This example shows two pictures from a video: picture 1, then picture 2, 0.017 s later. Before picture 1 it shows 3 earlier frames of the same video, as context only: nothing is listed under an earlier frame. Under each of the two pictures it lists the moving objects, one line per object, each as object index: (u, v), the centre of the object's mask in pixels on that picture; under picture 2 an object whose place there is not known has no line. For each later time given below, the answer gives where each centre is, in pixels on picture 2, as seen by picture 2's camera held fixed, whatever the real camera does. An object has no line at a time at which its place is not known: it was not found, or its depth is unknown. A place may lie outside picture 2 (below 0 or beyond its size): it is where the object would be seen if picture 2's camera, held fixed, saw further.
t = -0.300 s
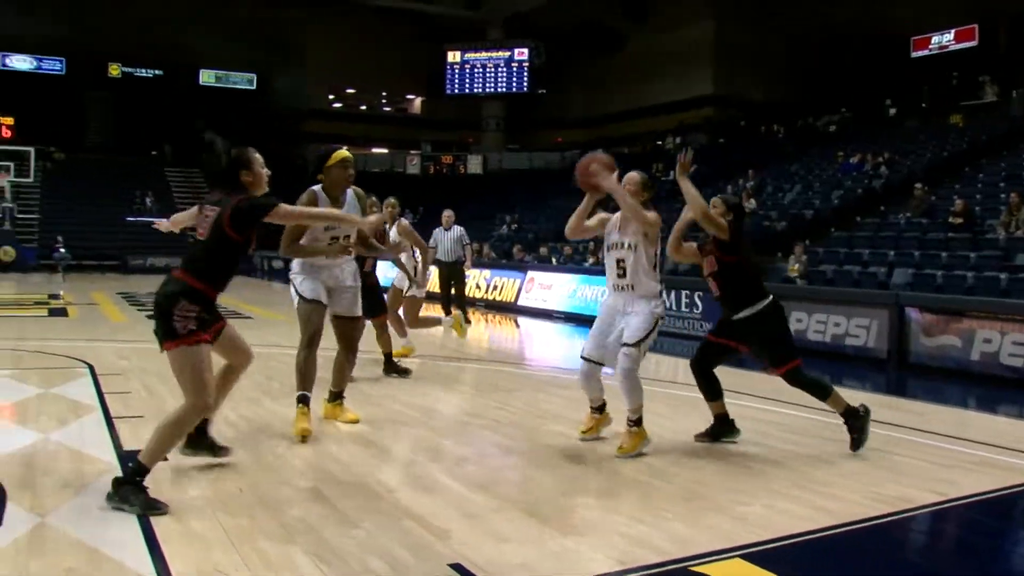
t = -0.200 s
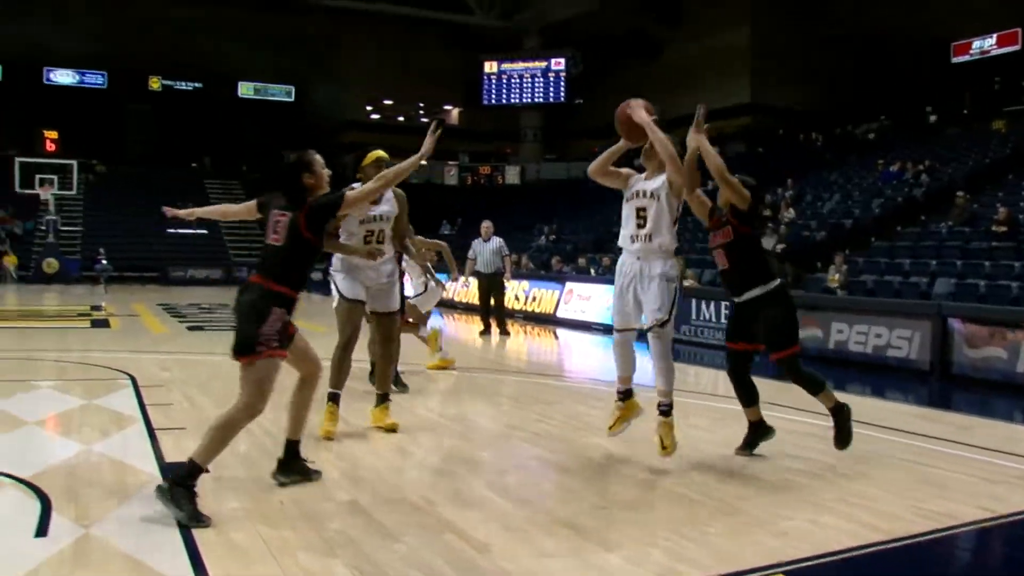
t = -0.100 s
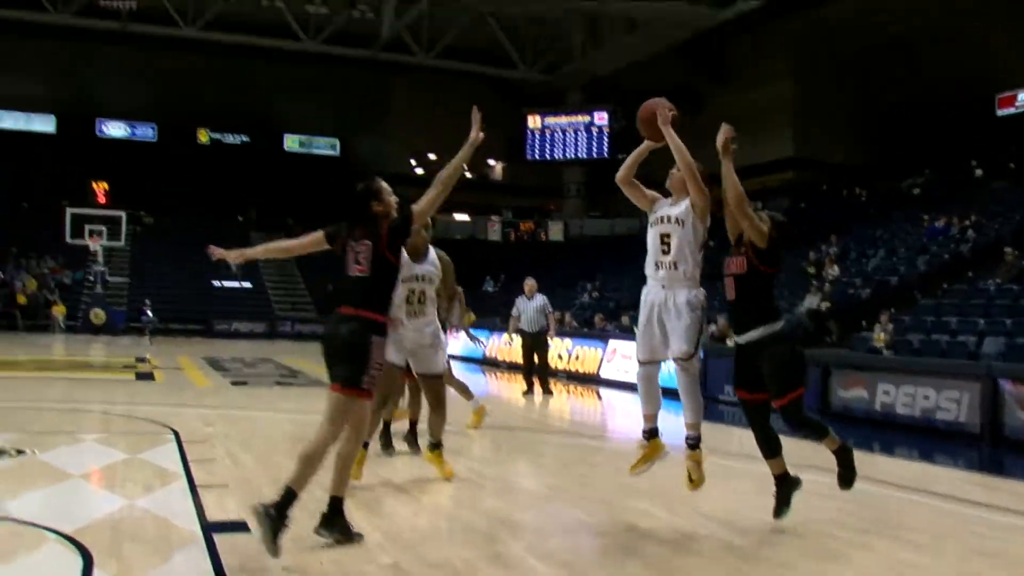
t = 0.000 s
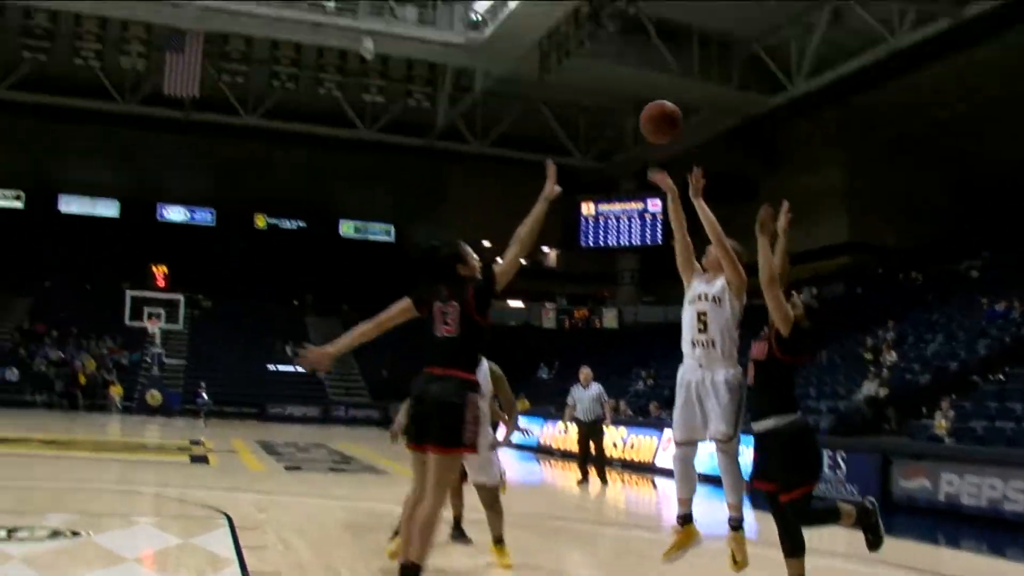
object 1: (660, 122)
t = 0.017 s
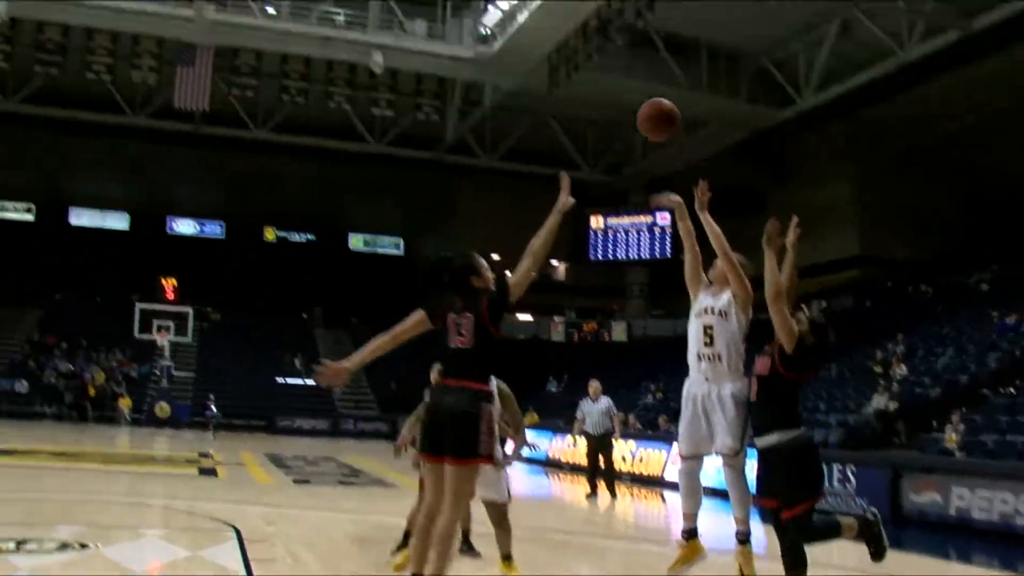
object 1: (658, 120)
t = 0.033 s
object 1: (645, 103)
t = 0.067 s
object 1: (621, 70)
